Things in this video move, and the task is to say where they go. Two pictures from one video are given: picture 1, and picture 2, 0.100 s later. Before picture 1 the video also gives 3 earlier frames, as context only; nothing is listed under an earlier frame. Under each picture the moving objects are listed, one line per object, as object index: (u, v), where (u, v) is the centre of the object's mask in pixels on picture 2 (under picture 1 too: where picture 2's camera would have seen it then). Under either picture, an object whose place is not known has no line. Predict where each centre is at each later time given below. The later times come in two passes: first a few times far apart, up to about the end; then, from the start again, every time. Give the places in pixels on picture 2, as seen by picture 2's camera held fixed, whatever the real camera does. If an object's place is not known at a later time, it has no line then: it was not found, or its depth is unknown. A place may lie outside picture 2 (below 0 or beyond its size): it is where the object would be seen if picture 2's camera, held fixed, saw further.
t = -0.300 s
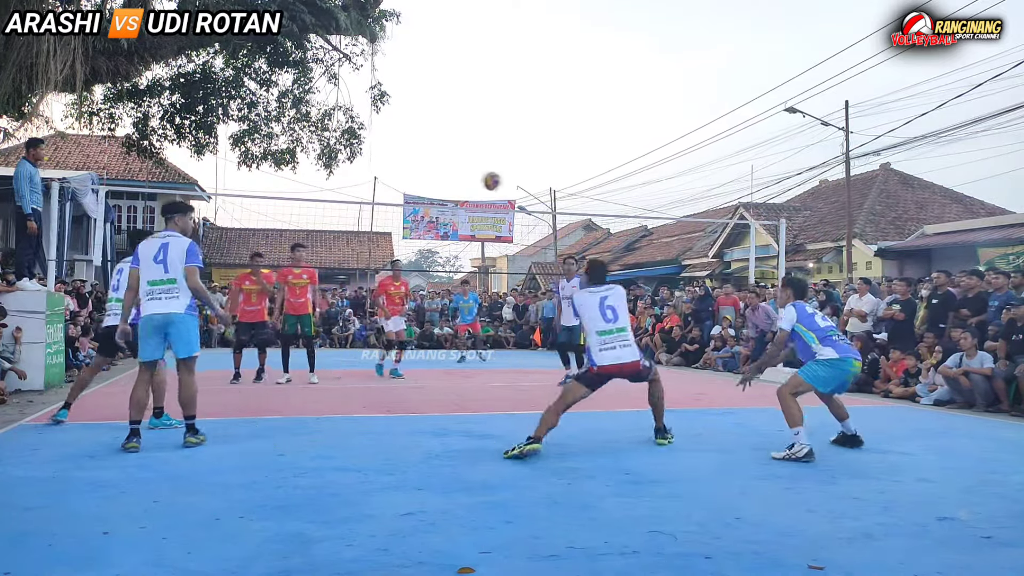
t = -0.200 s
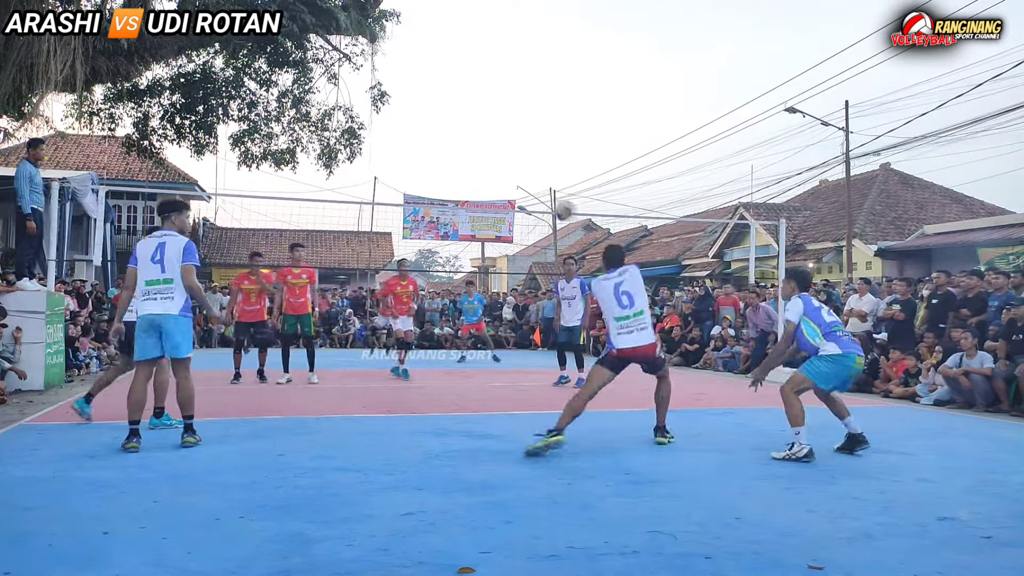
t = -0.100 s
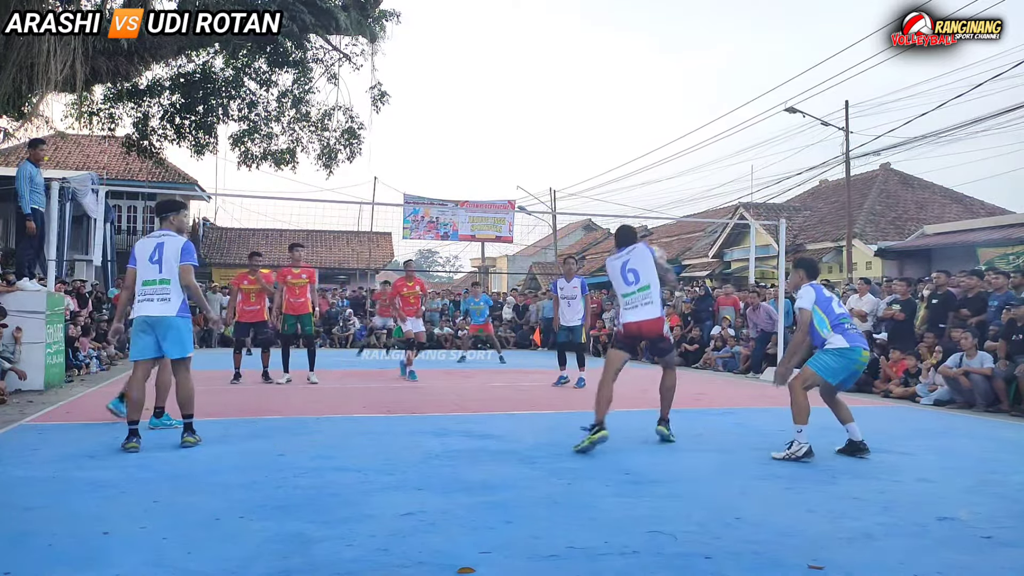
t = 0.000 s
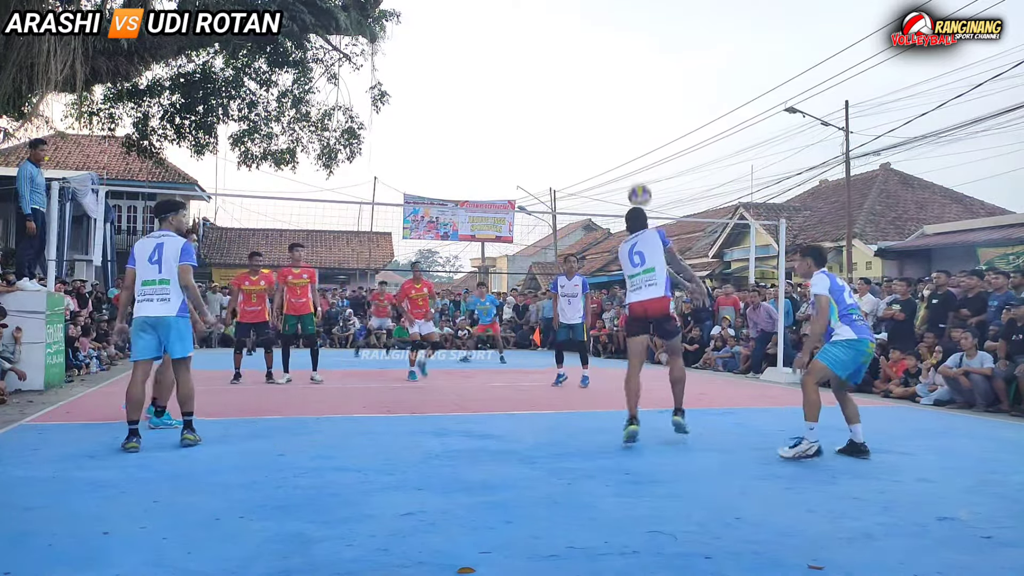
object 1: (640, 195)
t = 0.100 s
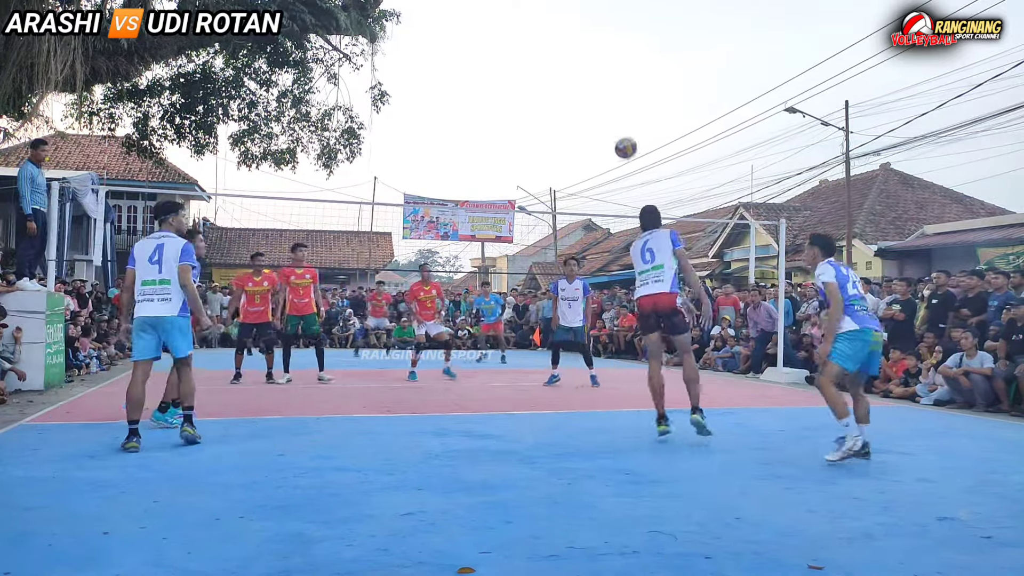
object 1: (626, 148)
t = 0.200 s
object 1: (613, 116)
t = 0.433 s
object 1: (587, 84)
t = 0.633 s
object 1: (568, 97)
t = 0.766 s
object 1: (557, 122)
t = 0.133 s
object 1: (621, 136)
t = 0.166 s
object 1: (617, 125)
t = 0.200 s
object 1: (613, 116)
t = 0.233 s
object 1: (609, 107)
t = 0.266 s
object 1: (605, 101)
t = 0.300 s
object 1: (601, 95)
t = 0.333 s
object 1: (598, 91)
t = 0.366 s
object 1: (594, 88)
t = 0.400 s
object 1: (591, 85)
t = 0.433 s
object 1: (587, 84)
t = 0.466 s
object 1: (584, 84)
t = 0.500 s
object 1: (581, 85)
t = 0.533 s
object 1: (577, 87)
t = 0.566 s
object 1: (574, 89)
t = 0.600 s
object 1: (571, 93)
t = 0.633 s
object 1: (568, 97)
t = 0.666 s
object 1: (565, 102)
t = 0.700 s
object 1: (562, 108)
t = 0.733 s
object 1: (560, 114)
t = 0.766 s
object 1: (557, 122)
